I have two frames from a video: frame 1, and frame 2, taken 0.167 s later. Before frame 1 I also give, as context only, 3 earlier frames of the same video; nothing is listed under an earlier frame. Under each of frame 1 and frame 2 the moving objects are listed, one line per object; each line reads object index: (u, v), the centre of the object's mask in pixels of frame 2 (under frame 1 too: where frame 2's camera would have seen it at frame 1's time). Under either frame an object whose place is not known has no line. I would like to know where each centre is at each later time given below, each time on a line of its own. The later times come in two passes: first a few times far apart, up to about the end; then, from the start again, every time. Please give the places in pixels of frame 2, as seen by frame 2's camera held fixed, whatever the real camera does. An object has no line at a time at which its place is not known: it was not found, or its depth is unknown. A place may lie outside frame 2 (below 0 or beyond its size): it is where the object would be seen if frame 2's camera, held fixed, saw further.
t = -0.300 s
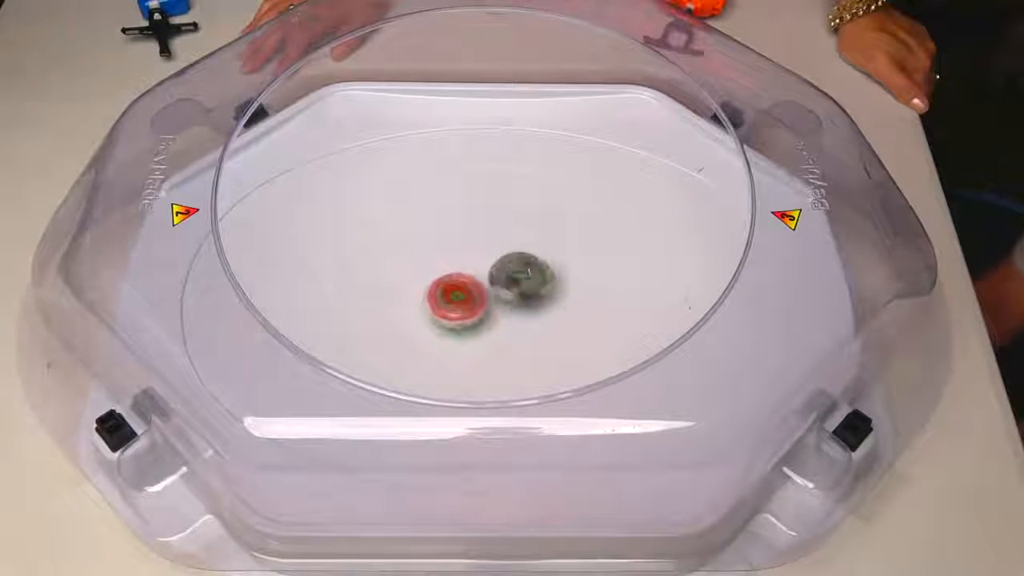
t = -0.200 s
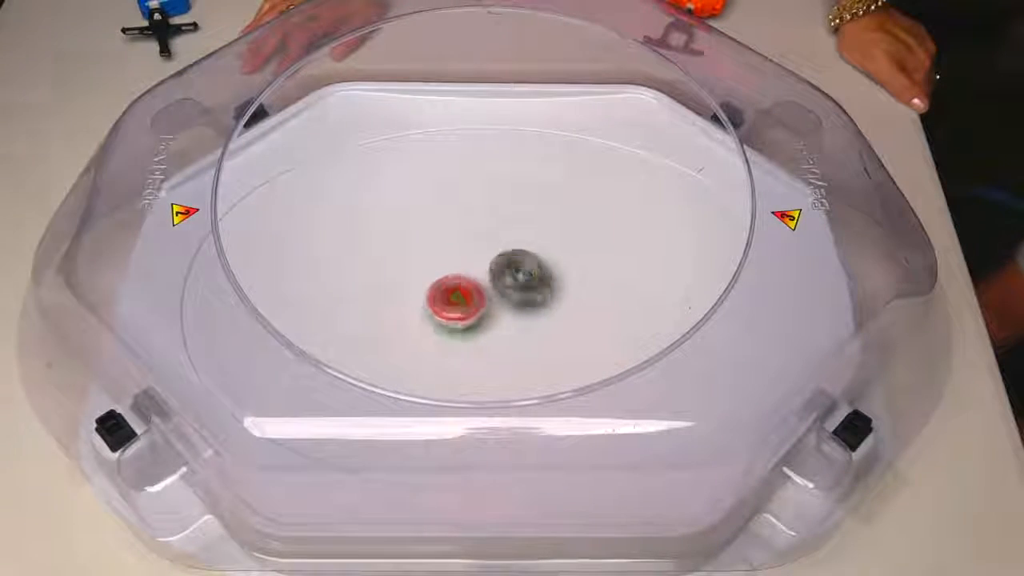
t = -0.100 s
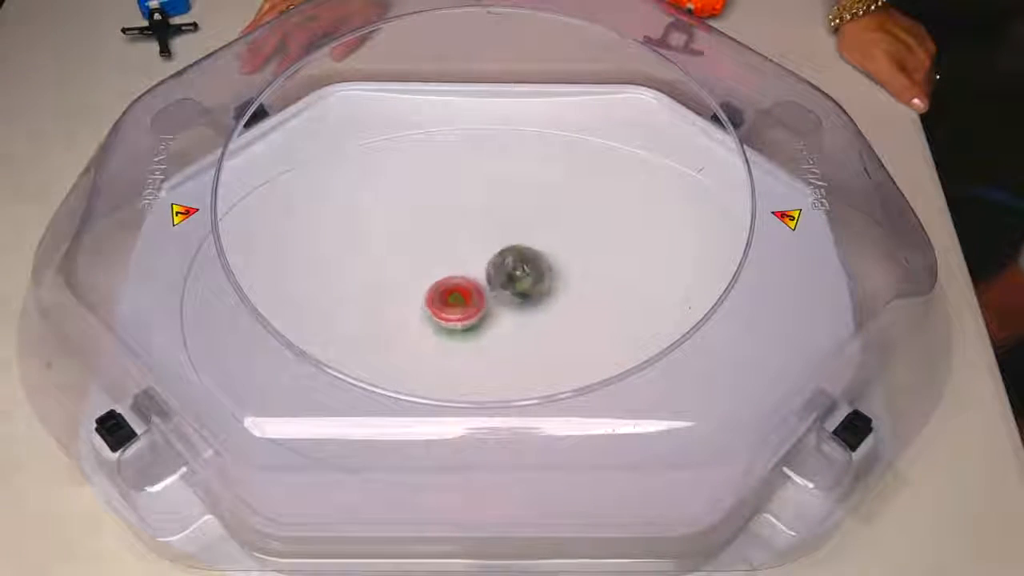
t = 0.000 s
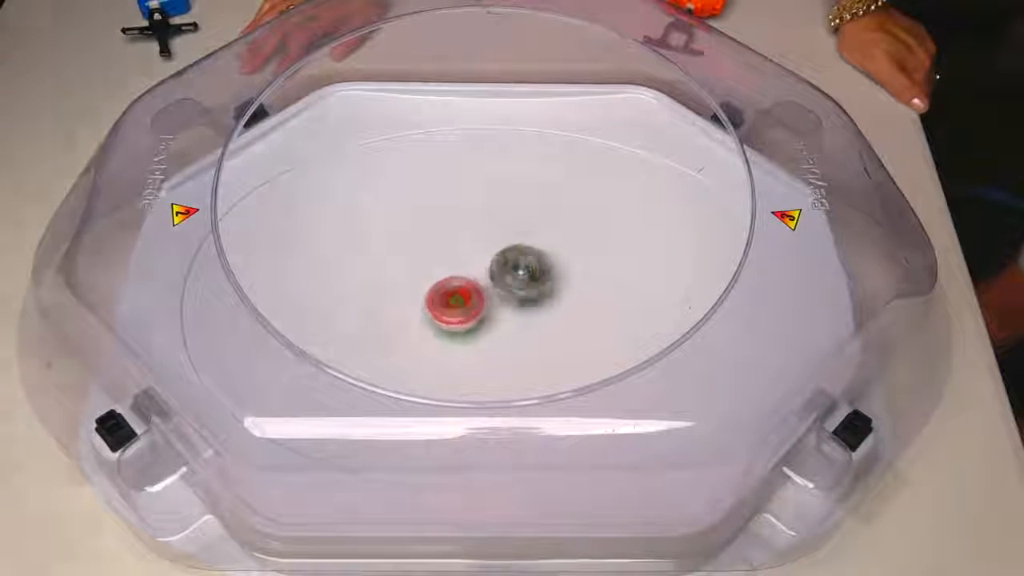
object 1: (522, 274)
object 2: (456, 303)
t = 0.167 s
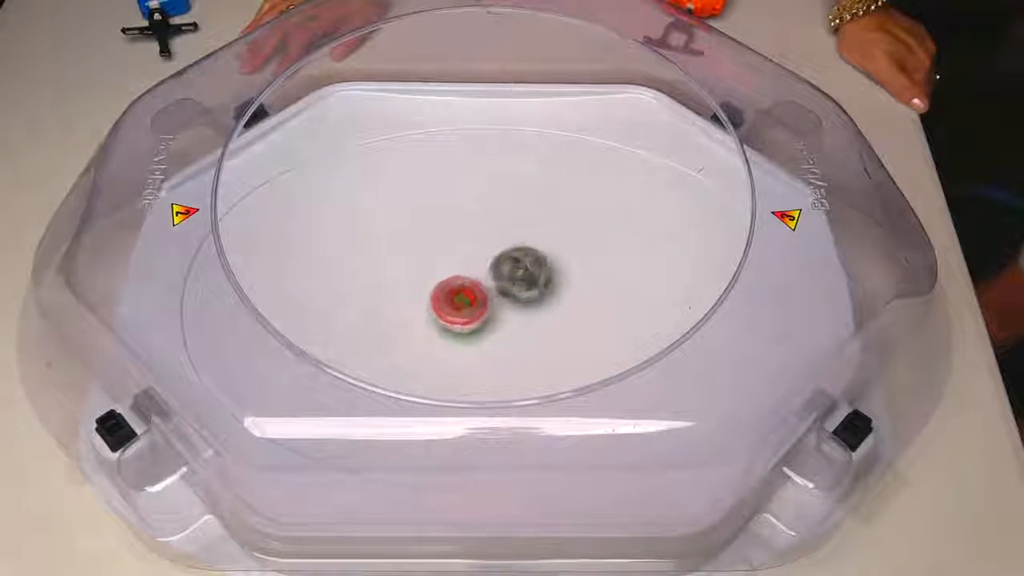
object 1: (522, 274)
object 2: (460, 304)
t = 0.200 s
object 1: (521, 275)
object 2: (460, 305)
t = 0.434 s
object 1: (523, 277)
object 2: (453, 305)
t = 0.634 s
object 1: (525, 279)
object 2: (453, 302)
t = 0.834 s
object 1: (520, 280)
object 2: (454, 300)
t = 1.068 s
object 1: (524, 280)
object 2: (457, 298)
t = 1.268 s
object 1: (527, 284)
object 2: (455, 297)
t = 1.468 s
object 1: (525, 283)
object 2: (453, 296)
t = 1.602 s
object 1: (528, 283)
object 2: (450, 291)
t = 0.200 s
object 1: (521, 275)
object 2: (460, 305)
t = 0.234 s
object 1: (519, 275)
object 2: (459, 305)
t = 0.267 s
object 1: (519, 273)
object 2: (459, 304)
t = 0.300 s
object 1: (522, 273)
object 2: (459, 304)
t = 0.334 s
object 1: (524, 276)
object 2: (459, 304)
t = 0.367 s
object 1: (522, 277)
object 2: (460, 304)
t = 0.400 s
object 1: (522, 278)
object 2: (458, 305)
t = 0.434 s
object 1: (523, 277)
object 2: (453, 305)
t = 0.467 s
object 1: (525, 276)
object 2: (454, 304)
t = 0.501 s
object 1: (523, 279)
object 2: (455, 303)
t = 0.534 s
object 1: (524, 279)
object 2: (454, 305)
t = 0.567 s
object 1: (522, 279)
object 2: (453, 304)
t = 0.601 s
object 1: (523, 278)
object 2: (452, 302)
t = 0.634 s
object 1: (525, 279)
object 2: (453, 302)
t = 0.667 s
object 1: (525, 281)
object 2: (454, 302)
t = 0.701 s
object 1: (524, 281)
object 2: (452, 303)
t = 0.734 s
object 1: (520, 281)
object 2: (453, 301)
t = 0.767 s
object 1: (518, 280)
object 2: (454, 300)
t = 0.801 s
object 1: (518, 280)
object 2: (456, 300)
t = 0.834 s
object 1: (520, 280)
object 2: (454, 300)
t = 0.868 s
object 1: (522, 280)
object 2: (454, 298)
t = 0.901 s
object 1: (522, 280)
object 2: (457, 297)
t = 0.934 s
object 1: (523, 281)
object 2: (455, 297)
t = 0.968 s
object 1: (524, 280)
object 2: (456, 297)
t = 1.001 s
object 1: (523, 281)
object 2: (457, 297)
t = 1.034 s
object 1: (524, 279)
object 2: (457, 299)
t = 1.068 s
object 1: (524, 280)
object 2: (457, 298)
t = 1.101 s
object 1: (526, 280)
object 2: (457, 297)
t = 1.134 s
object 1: (526, 282)
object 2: (459, 298)
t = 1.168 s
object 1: (527, 283)
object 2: (459, 298)
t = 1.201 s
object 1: (523, 284)
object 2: (459, 298)
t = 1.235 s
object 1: (526, 283)
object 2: (455, 297)
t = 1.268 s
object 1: (527, 284)
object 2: (455, 297)
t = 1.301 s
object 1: (528, 285)
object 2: (456, 297)
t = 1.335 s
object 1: (525, 285)
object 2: (454, 297)
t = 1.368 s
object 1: (524, 286)
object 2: (453, 297)
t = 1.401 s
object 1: (522, 284)
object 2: (453, 296)
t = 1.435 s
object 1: (521, 283)
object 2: (453, 296)
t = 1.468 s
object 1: (525, 283)
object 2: (453, 296)
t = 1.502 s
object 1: (526, 281)
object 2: (452, 296)
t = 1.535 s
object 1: (523, 281)
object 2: (452, 295)
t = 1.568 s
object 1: (522, 283)
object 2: (454, 294)
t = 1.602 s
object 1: (528, 283)
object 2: (450, 291)
